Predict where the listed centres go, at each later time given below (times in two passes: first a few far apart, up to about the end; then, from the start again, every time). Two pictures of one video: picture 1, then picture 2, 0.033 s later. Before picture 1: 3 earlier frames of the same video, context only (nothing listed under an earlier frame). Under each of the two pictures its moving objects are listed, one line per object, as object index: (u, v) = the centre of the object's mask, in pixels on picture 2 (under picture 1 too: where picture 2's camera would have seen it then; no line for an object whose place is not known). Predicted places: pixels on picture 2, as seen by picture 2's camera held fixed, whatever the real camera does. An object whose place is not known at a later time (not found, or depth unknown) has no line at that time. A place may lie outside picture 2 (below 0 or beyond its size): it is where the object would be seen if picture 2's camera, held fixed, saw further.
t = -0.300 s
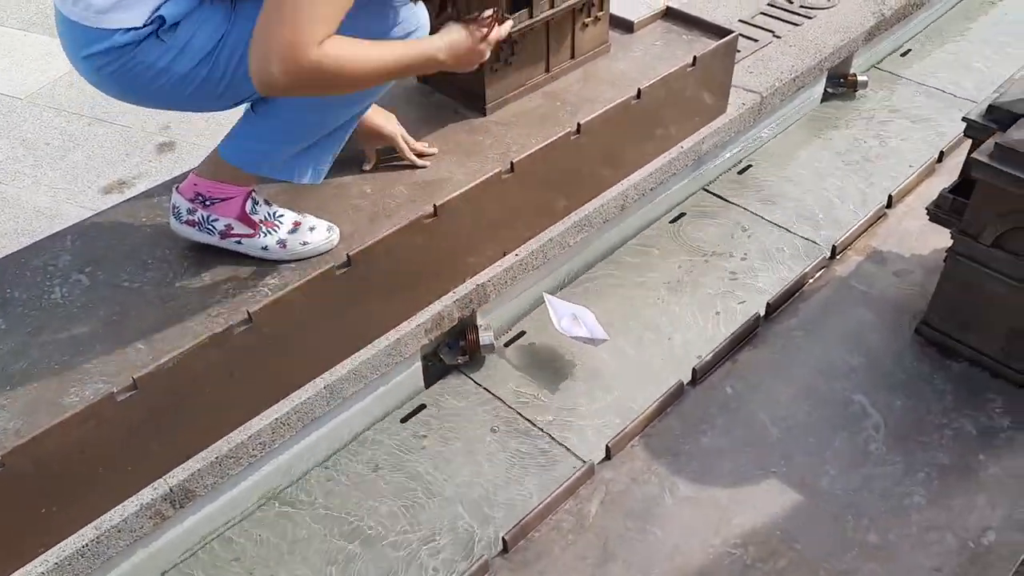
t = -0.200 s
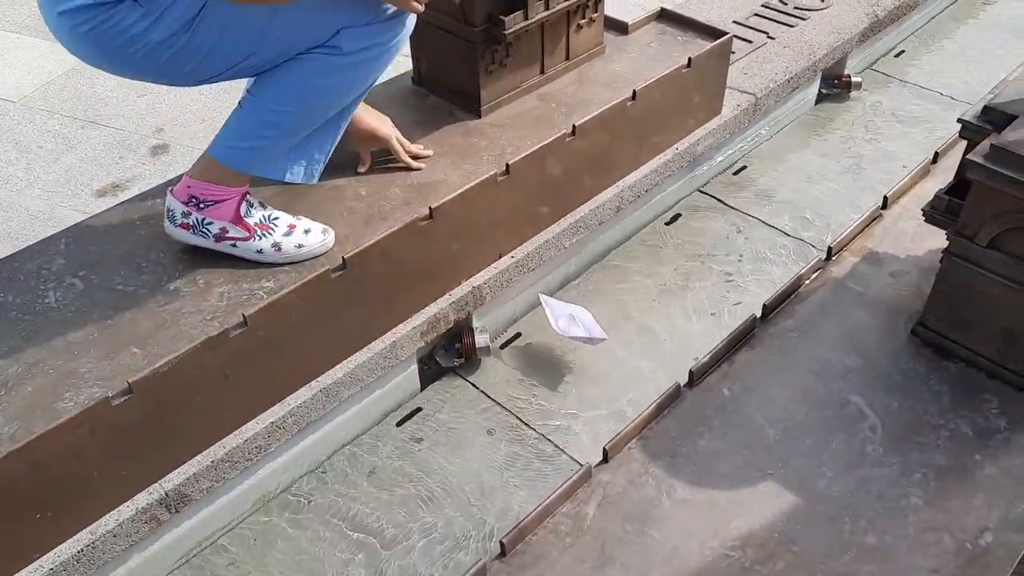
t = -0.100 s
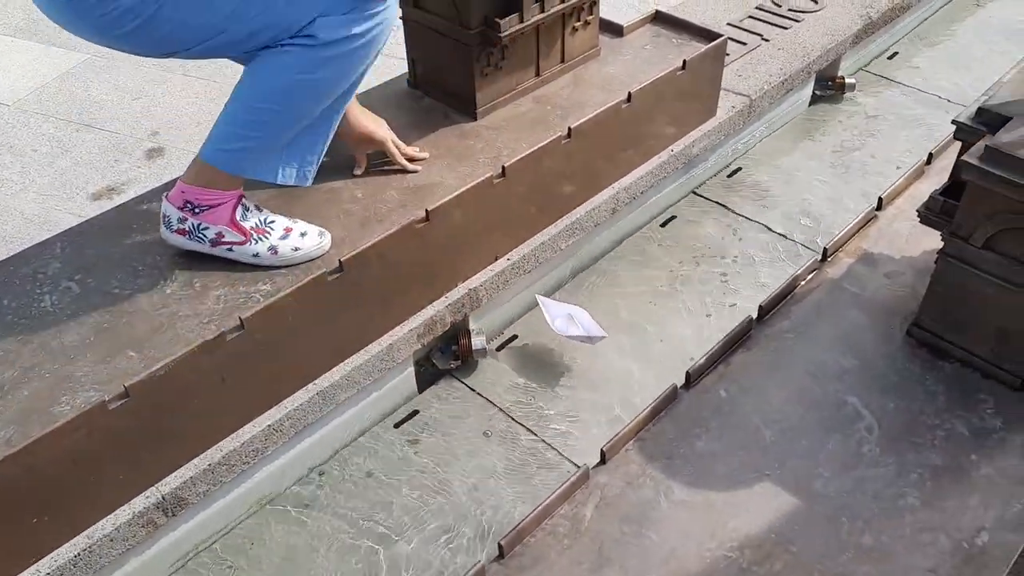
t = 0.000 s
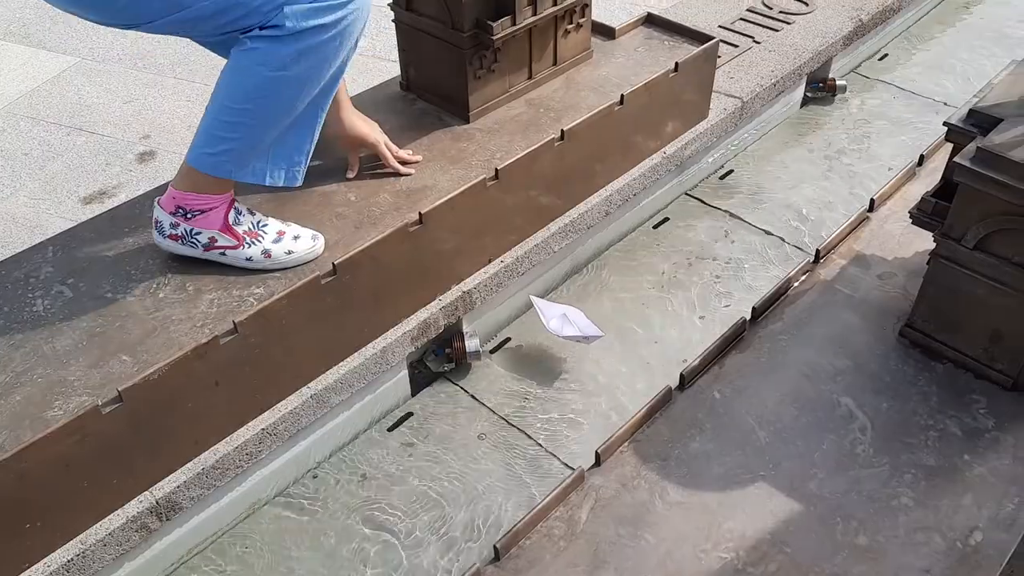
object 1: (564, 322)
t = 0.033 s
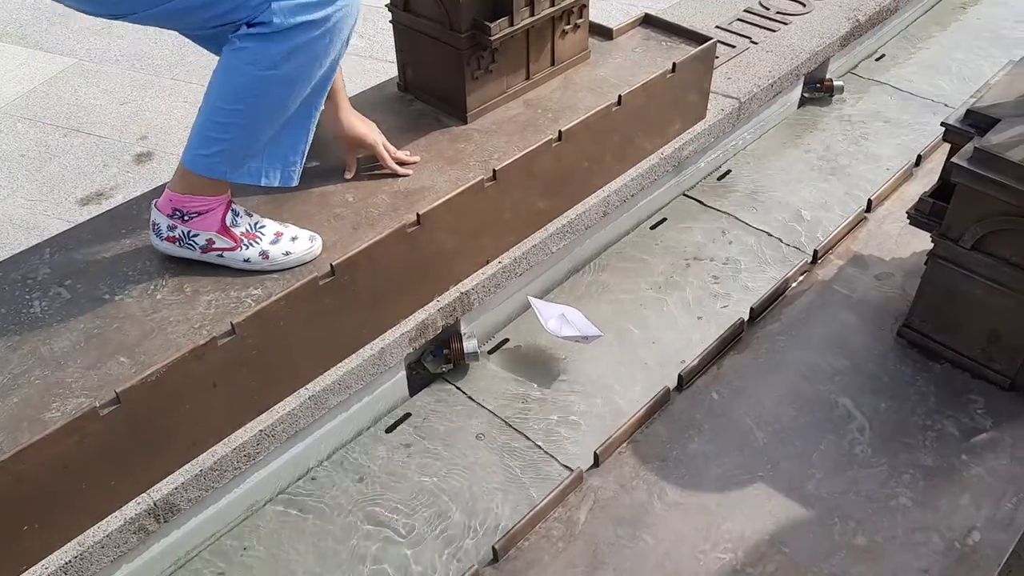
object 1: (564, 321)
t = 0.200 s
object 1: (567, 318)
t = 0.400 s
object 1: (571, 314)
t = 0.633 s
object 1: (576, 308)
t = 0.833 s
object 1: (580, 304)
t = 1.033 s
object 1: (583, 300)
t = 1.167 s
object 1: (585, 298)
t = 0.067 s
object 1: (565, 321)
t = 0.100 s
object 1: (566, 320)
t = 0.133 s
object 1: (566, 320)
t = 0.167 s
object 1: (567, 319)
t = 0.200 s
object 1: (567, 318)
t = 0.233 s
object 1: (568, 317)
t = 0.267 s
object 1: (569, 316)
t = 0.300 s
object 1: (569, 316)
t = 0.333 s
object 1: (569, 315)
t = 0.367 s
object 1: (570, 314)
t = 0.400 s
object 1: (571, 314)
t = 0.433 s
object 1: (571, 313)
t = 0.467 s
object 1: (572, 312)
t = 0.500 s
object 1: (573, 312)
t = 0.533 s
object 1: (574, 310)
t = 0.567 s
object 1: (575, 310)
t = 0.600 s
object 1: (575, 310)
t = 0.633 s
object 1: (576, 308)
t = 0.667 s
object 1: (576, 307)
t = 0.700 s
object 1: (577, 307)
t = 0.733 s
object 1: (578, 306)
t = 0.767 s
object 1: (578, 306)
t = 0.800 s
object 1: (579, 305)
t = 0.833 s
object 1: (580, 304)
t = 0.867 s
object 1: (580, 304)
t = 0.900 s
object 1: (581, 303)
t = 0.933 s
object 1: (581, 302)
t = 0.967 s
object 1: (582, 302)
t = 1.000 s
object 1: (582, 301)
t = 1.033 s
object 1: (583, 300)
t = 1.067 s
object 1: (584, 300)
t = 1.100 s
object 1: (584, 299)
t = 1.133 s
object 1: (584, 299)
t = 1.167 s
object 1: (585, 298)
